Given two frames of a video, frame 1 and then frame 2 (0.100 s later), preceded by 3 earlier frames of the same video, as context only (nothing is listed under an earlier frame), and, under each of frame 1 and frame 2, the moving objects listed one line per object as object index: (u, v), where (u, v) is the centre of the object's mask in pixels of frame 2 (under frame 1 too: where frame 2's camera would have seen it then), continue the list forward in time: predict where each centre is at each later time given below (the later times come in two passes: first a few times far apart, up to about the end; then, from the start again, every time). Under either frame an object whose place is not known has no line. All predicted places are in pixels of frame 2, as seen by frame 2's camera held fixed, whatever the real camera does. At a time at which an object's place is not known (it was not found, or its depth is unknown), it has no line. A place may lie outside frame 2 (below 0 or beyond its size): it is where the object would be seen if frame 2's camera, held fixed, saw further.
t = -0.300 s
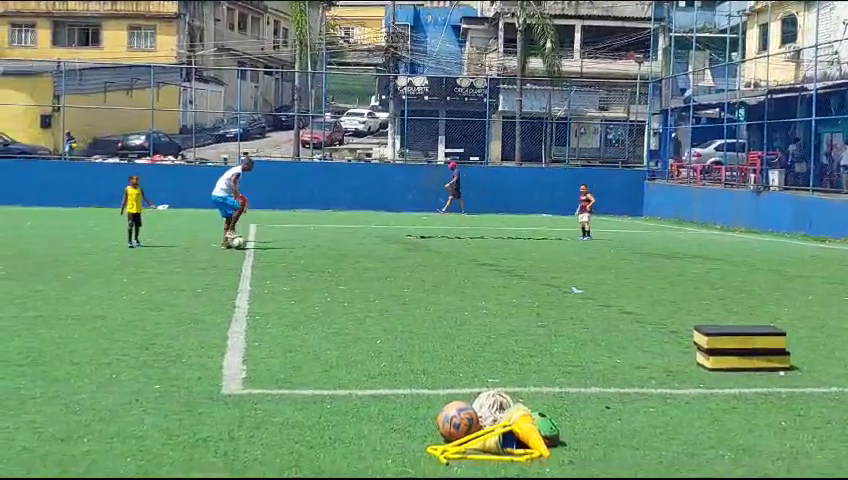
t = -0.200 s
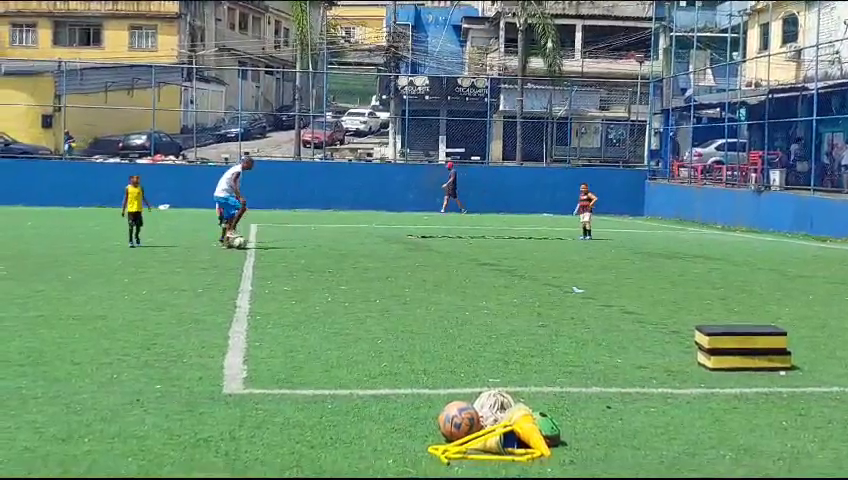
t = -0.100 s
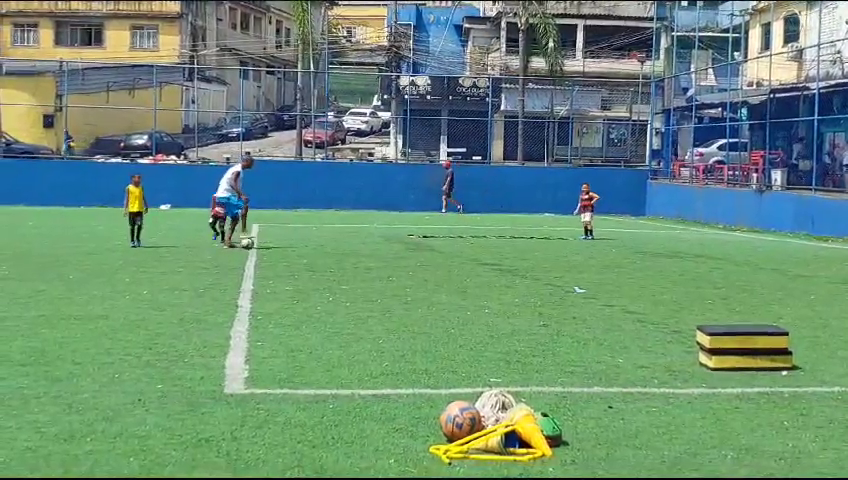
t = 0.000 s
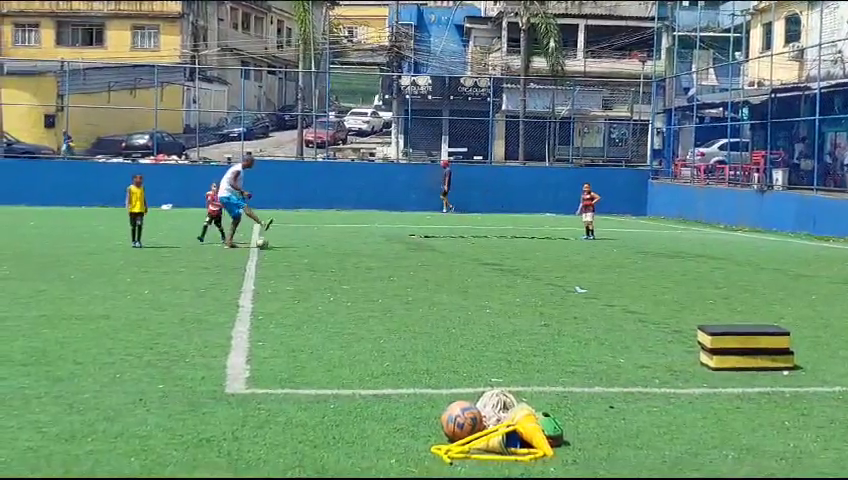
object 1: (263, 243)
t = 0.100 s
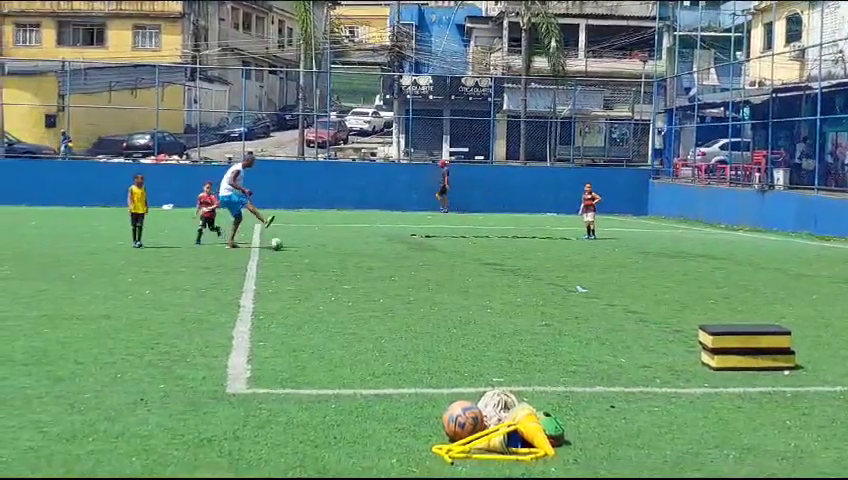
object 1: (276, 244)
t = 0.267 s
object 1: (298, 246)
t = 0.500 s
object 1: (328, 246)
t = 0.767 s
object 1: (361, 248)
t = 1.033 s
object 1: (392, 250)
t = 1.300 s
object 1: (423, 251)
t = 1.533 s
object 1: (447, 252)
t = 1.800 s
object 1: (475, 254)
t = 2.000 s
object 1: (495, 255)
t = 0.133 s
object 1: (280, 244)
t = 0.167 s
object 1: (285, 245)
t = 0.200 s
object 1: (289, 245)
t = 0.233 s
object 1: (294, 245)
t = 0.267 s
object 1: (298, 246)
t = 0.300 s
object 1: (302, 246)
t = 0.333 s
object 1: (307, 246)
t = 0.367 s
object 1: (311, 246)
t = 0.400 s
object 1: (315, 246)
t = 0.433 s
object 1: (320, 246)
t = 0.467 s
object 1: (324, 246)
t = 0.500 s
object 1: (328, 246)
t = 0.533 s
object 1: (332, 246)
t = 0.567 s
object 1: (336, 247)
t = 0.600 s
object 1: (340, 247)
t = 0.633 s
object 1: (344, 247)
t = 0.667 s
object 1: (348, 248)
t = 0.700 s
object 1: (352, 248)
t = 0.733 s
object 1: (356, 248)
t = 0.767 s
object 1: (361, 248)
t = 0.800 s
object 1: (365, 248)
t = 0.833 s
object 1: (369, 249)
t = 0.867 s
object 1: (373, 249)
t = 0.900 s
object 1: (377, 250)
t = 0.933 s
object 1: (381, 250)
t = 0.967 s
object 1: (384, 250)
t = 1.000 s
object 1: (389, 250)
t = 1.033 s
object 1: (392, 250)
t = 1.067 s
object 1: (396, 250)
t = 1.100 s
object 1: (400, 250)
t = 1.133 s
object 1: (404, 251)
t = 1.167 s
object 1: (408, 251)
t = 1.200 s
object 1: (412, 251)
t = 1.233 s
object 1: (415, 251)
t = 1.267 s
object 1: (419, 251)
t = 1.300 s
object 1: (423, 251)
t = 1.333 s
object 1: (426, 251)
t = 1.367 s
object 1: (429, 252)
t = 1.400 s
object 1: (433, 251)
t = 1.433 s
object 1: (436, 252)
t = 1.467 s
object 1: (440, 252)
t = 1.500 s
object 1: (443, 252)
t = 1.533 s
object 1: (447, 252)
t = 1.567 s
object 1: (450, 253)
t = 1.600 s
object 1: (453, 253)
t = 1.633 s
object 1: (457, 253)
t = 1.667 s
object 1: (461, 253)
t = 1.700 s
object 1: (464, 253)
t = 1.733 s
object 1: (468, 254)
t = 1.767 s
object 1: (471, 254)
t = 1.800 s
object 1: (475, 254)
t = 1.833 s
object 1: (478, 254)
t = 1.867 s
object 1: (481, 254)
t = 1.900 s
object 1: (485, 254)
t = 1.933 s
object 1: (488, 255)
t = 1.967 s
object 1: (491, 255)
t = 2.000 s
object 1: (495, 255)
